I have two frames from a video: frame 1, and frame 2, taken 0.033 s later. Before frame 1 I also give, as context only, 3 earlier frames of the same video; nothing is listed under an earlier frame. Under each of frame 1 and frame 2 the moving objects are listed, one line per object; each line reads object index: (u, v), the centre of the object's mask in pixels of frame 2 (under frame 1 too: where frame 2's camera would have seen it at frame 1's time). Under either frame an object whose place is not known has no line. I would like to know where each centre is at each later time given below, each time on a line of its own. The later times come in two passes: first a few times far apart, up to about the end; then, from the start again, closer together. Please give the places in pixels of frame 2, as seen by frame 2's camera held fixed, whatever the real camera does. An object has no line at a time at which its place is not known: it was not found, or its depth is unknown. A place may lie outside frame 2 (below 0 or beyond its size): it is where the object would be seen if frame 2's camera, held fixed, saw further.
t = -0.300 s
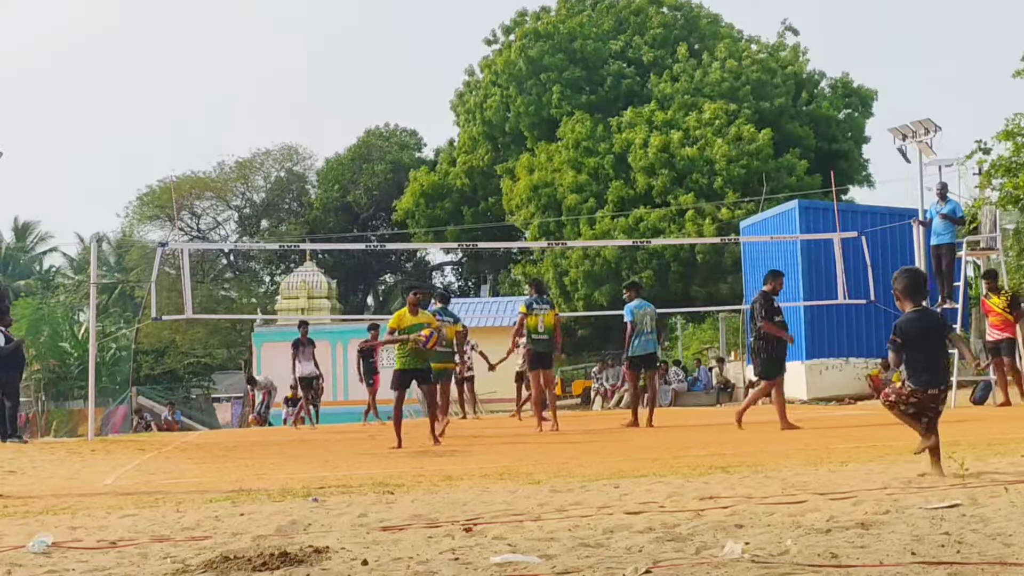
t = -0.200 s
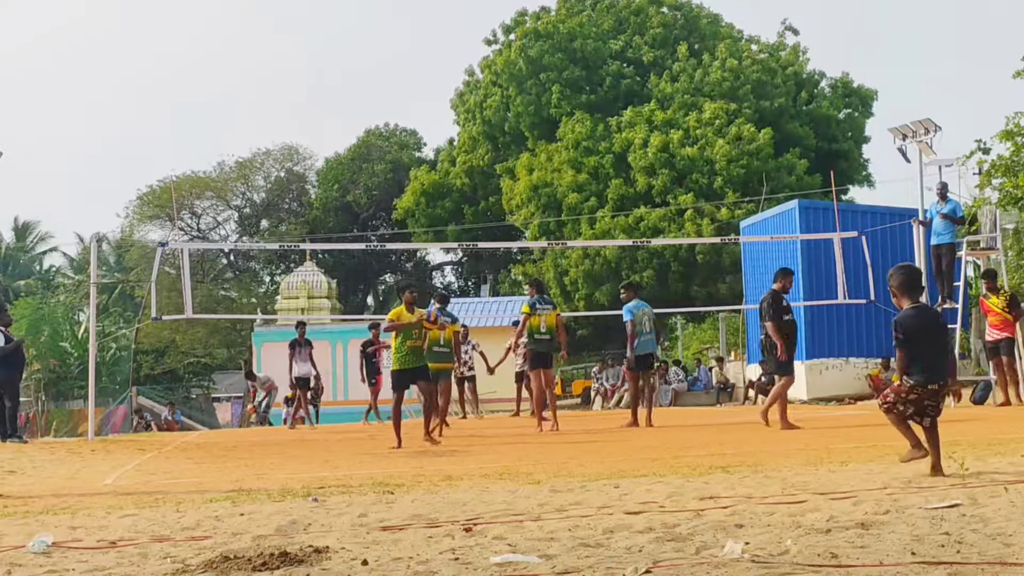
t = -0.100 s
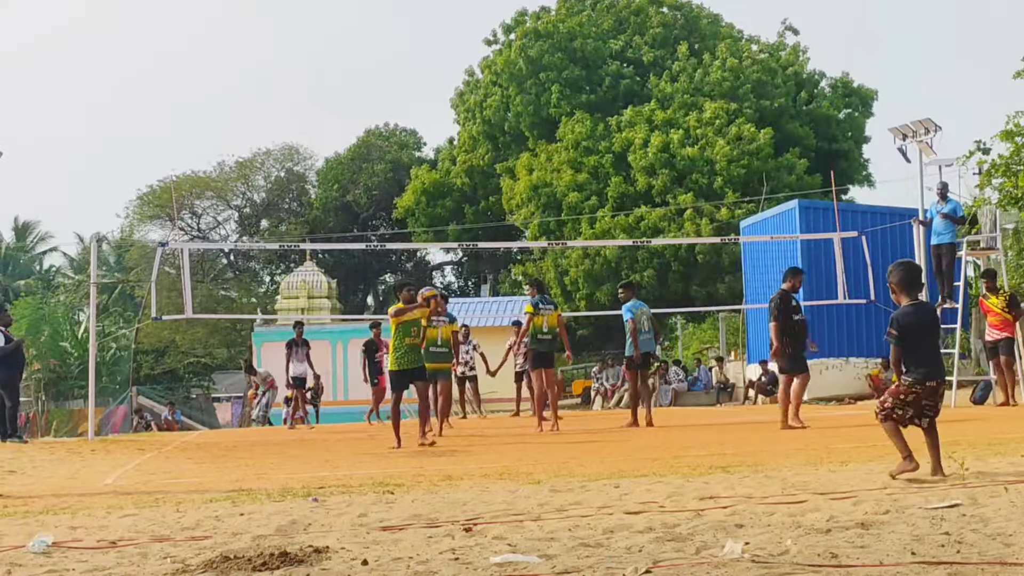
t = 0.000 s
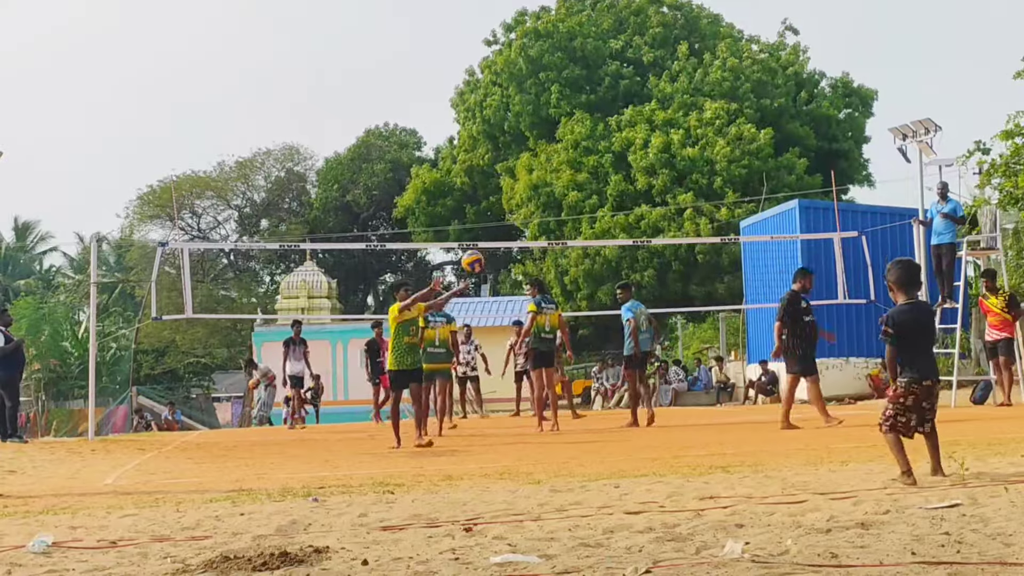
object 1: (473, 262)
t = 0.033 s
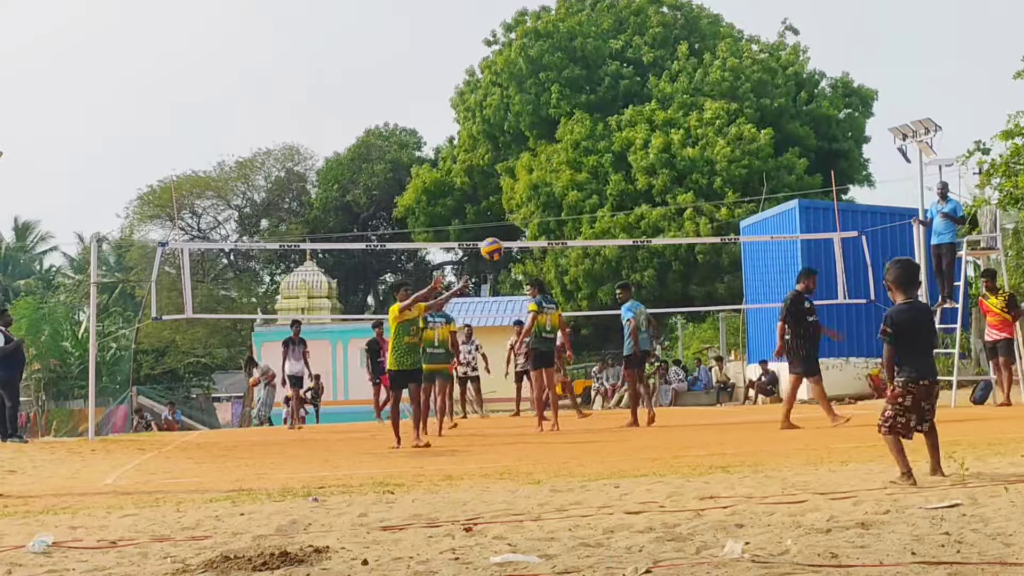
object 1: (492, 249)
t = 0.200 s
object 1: (594, 203)
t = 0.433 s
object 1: (755, 185)
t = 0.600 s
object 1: (885, 208)
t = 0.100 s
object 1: (532, 228)
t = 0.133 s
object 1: (552, 218)
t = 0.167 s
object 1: (572, 210)
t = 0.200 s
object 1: (594, 203)
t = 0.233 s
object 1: (616, 198)
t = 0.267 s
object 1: (639, 193)
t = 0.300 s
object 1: (661, 190)
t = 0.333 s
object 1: (684, 187)
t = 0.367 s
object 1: (707, 186)
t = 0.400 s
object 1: (731, 185)
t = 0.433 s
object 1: (755, 185)
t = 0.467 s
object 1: (780, 187)
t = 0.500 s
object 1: (805, 191)
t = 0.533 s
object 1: (831, 194)
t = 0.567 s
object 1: (857, 200)
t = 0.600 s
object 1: (885, 208)
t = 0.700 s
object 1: (969, 237)
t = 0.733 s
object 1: (1000, 252)
